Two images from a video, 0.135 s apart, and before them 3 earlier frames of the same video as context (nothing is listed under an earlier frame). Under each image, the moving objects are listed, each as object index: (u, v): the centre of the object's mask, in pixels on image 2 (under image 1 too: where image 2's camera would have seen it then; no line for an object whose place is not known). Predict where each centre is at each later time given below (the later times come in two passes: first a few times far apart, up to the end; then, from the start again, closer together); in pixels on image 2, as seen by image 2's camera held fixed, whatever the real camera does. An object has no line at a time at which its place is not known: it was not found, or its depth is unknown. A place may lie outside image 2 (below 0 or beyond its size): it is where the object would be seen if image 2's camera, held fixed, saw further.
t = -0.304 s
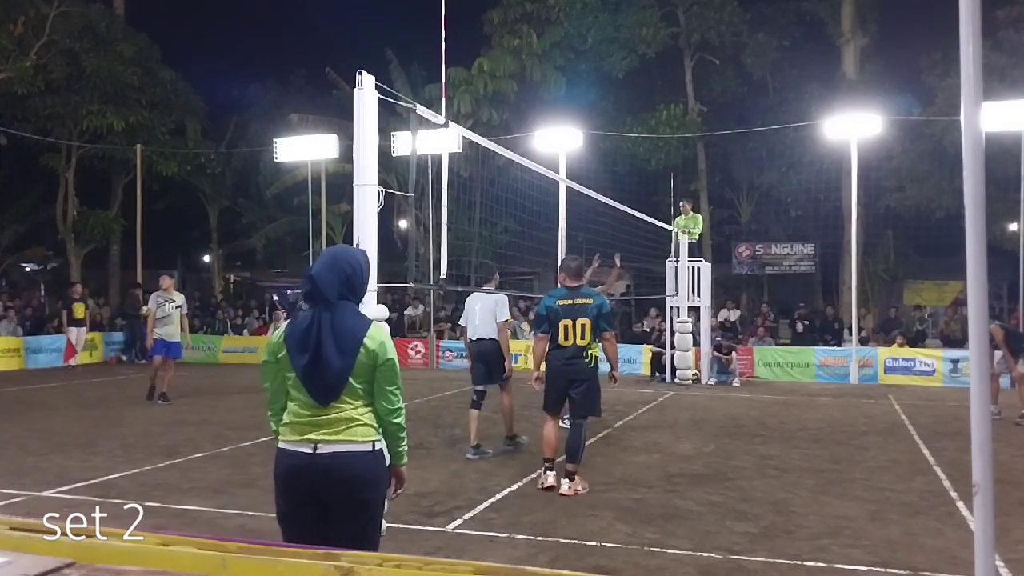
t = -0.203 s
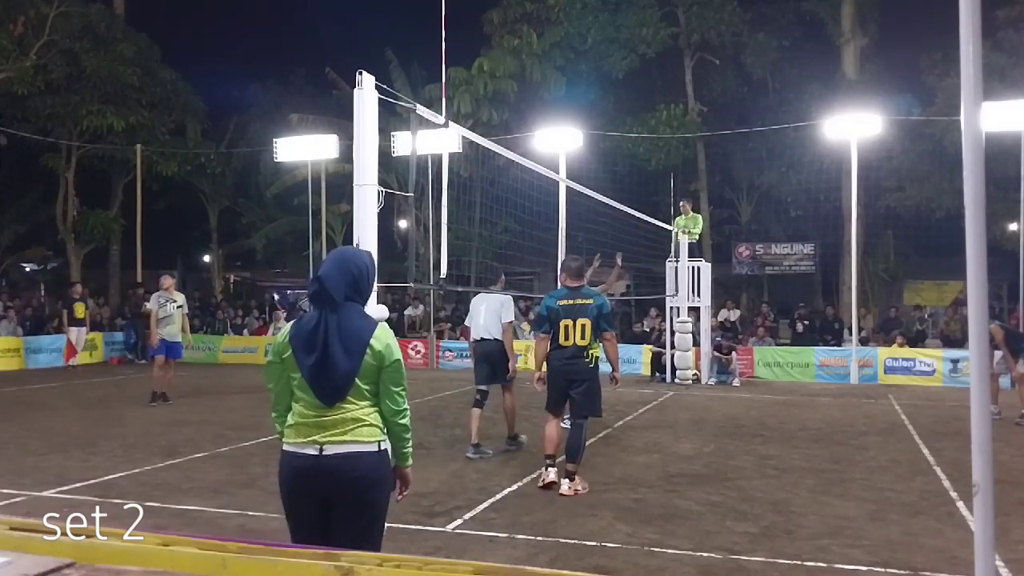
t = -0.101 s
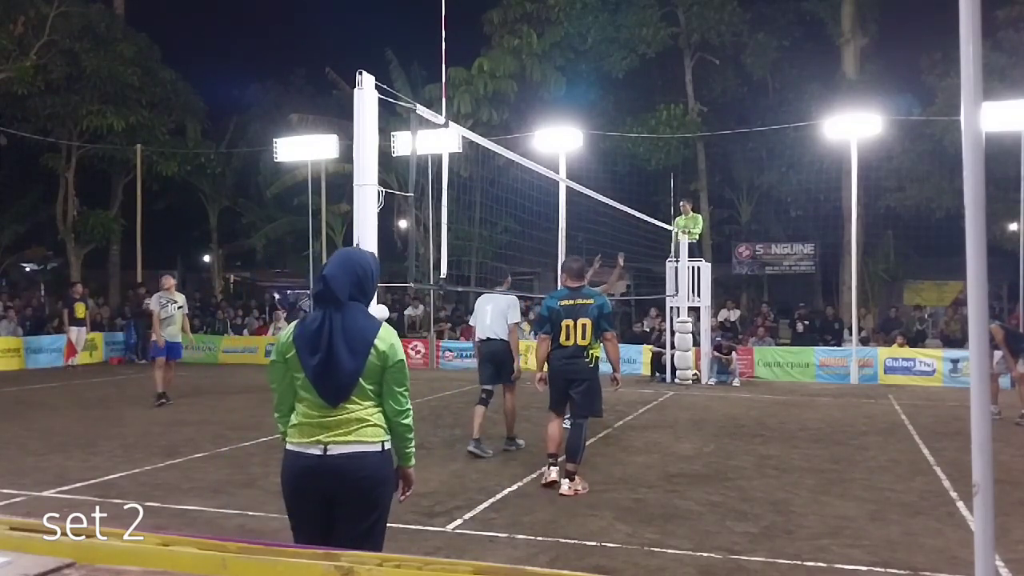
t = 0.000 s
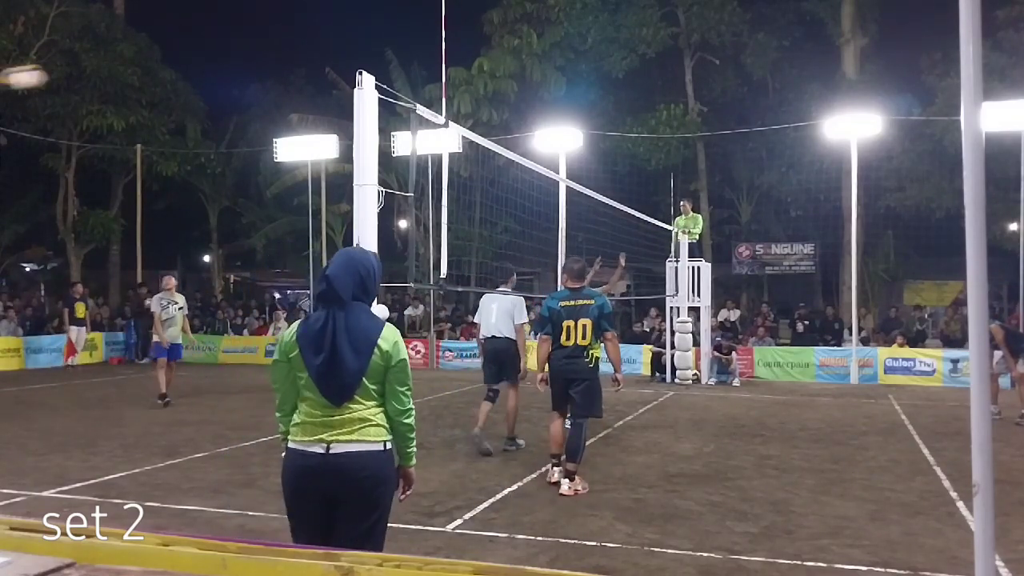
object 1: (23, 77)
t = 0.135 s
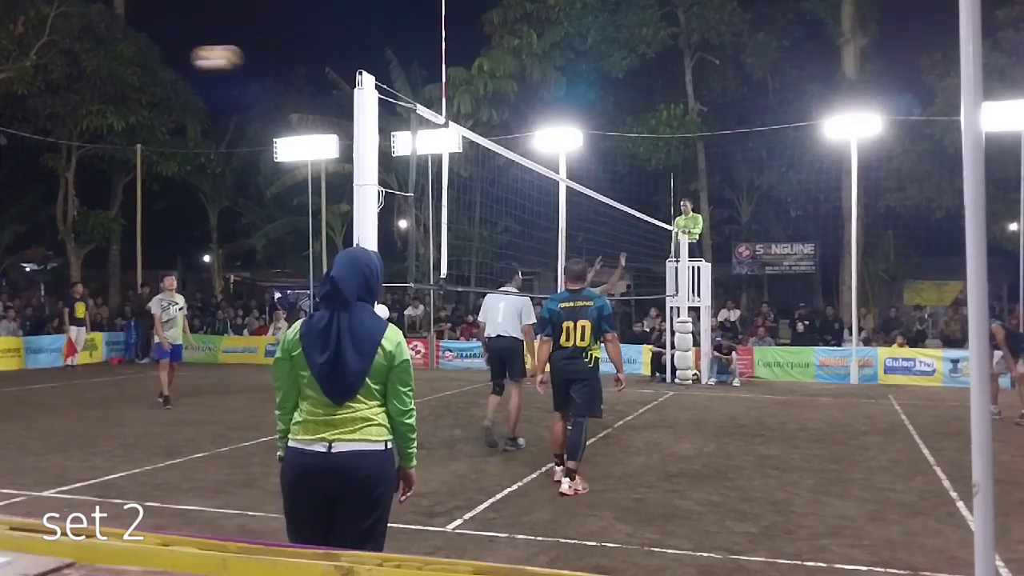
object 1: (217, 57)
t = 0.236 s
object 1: (376, 58)
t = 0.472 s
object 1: (788, 113)
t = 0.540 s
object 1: (925, 143)
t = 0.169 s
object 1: (268, 56)
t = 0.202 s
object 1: (322, 56)
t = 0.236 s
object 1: (376, 58)
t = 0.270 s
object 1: (431, 63)
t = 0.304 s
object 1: (486, 67)
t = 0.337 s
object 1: (544, 75)
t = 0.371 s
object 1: (602, 82)
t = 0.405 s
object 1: (663, 91)
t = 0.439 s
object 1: (725, 102)
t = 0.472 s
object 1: (788, 113)
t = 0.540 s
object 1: (925, 143)
